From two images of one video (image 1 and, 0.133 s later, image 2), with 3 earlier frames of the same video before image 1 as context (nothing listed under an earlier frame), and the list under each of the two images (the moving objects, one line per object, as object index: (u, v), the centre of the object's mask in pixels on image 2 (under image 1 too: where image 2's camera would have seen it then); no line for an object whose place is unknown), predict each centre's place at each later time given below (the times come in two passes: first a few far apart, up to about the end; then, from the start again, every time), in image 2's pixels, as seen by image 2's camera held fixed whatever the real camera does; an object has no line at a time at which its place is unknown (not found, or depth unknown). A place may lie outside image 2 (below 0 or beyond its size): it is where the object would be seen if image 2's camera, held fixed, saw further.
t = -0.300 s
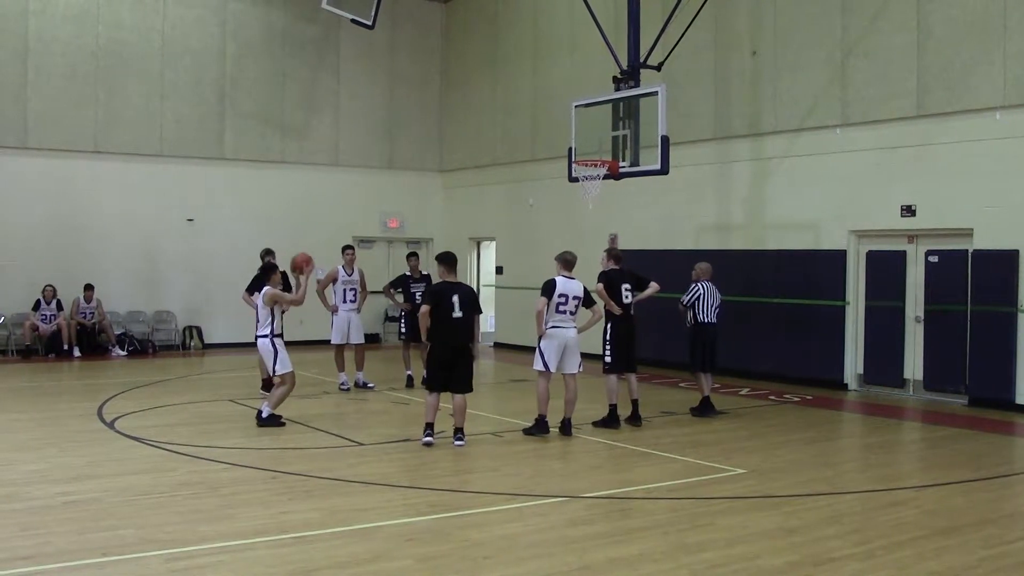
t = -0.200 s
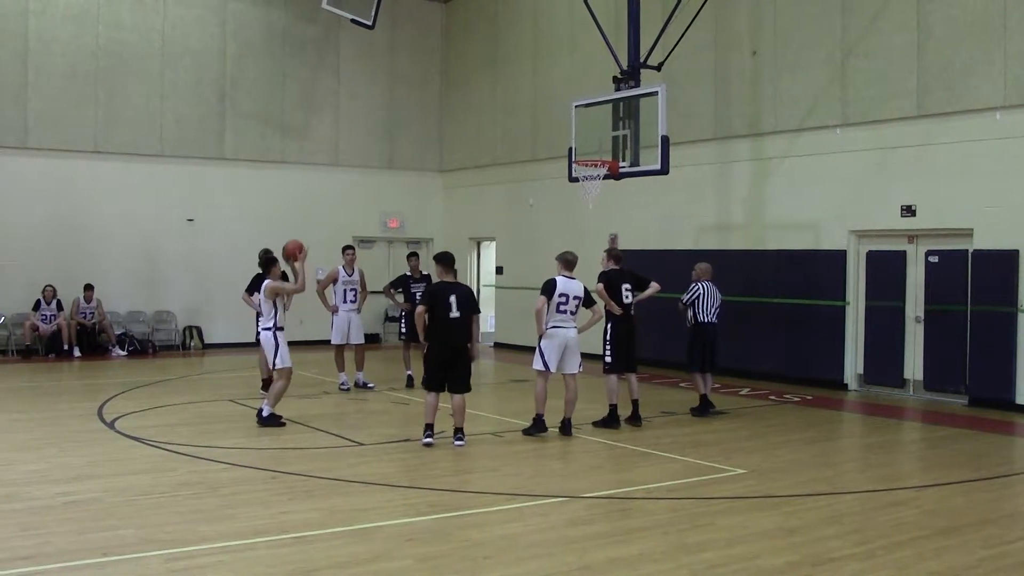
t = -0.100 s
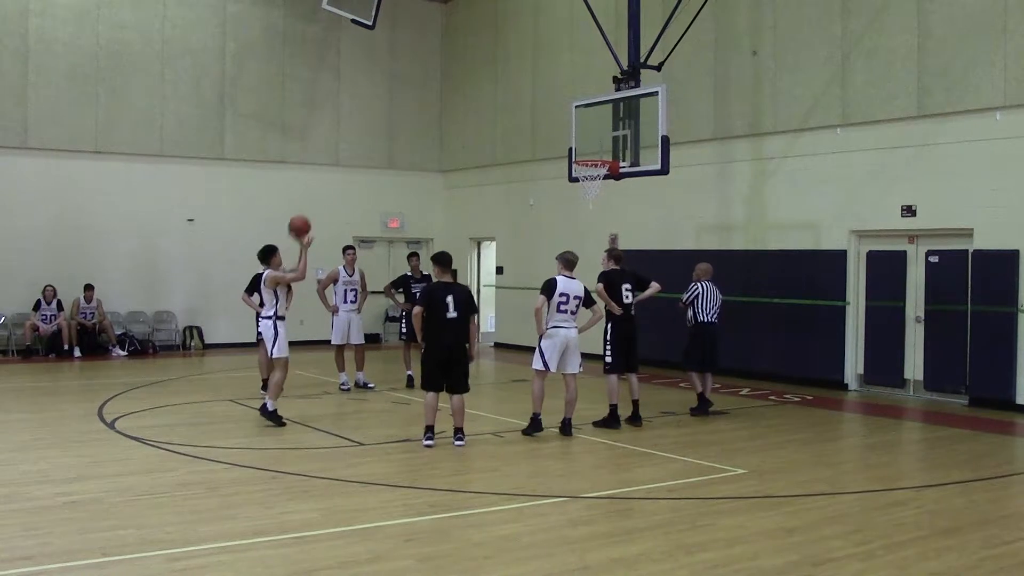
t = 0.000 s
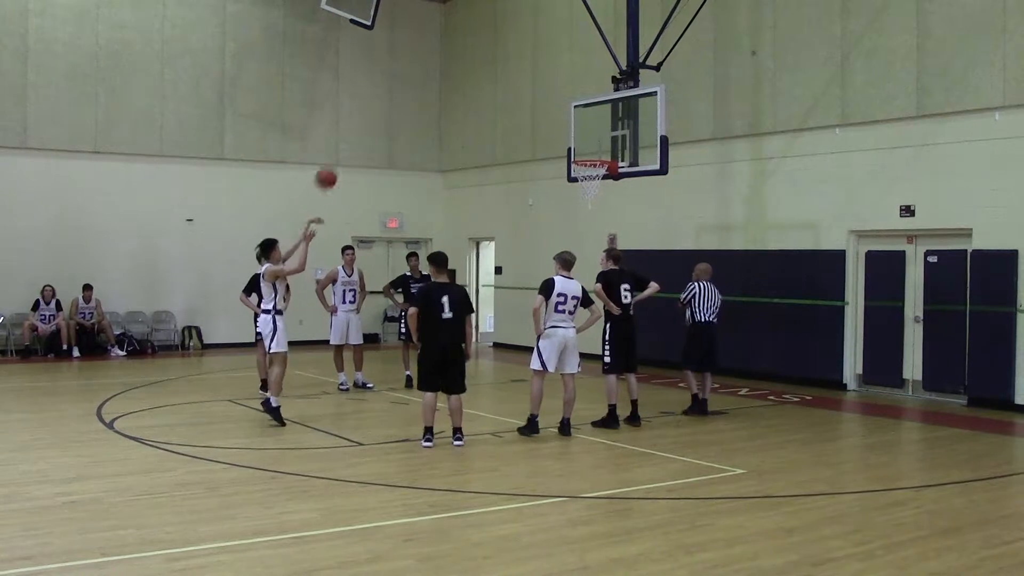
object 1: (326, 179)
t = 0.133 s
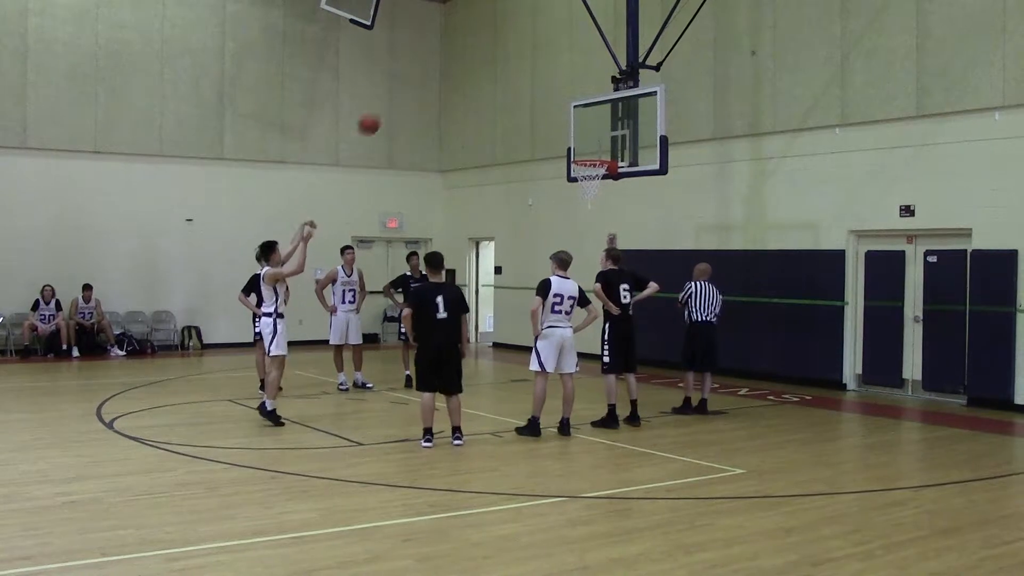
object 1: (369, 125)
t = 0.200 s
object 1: (390, 104)
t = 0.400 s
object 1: (447, 69)
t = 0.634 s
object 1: (509, 71)
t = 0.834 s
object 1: (557, 106)
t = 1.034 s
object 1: (595, 167)
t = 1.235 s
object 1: (569, 217)
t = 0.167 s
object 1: (379, 113)
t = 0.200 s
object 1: (390, 104)
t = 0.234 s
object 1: (400, 96)
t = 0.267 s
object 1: (410, 89)
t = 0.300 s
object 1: (419, 82)
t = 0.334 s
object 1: (429, 77)
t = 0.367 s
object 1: (438, 74)
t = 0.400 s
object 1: (447, 69)
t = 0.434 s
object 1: (457, 68)
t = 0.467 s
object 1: (466, 65)
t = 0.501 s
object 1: (474, 65)
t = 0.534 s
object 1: (484, 66)
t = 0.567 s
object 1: (492, 67)
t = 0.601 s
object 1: (501, 69)
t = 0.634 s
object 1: (509, 71)
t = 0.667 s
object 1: (517, 75)
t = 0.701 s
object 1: (525, 80)
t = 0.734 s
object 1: (533, 85)
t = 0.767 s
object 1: (541, 92)
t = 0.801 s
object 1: (549, 98)
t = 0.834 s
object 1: (557, 106)
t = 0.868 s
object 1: (564, 115)
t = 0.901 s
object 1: (572, 124)
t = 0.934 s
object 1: (580, 134)
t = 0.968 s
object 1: (587, 145)
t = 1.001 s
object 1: (595, 156)
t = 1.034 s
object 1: (595, 167)
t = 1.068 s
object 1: (588, 174)
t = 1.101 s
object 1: (584, 187)
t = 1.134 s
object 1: (580, 194)
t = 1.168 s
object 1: (576, 200)
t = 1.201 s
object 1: (573, 208)
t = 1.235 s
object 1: (569, 217)
